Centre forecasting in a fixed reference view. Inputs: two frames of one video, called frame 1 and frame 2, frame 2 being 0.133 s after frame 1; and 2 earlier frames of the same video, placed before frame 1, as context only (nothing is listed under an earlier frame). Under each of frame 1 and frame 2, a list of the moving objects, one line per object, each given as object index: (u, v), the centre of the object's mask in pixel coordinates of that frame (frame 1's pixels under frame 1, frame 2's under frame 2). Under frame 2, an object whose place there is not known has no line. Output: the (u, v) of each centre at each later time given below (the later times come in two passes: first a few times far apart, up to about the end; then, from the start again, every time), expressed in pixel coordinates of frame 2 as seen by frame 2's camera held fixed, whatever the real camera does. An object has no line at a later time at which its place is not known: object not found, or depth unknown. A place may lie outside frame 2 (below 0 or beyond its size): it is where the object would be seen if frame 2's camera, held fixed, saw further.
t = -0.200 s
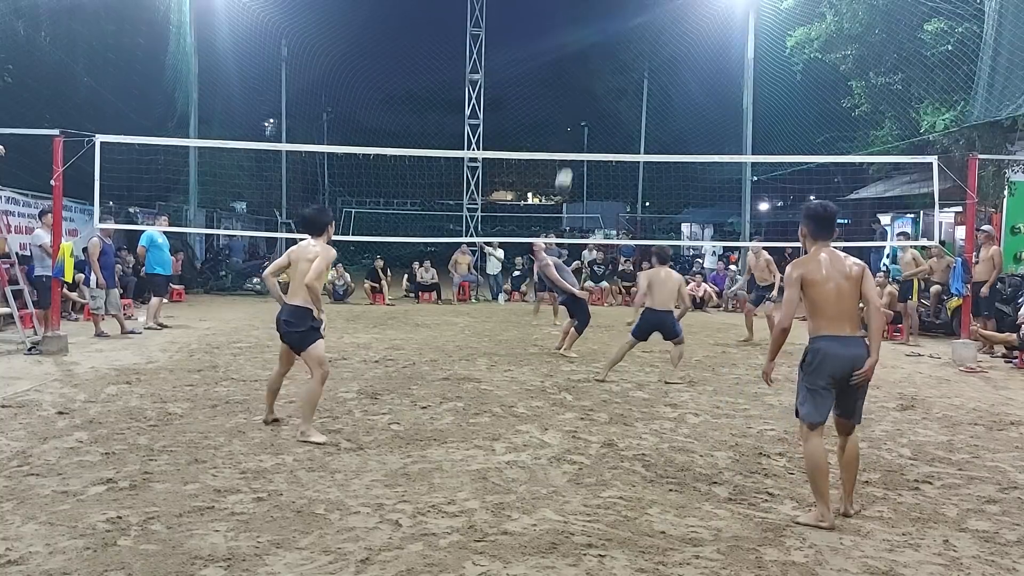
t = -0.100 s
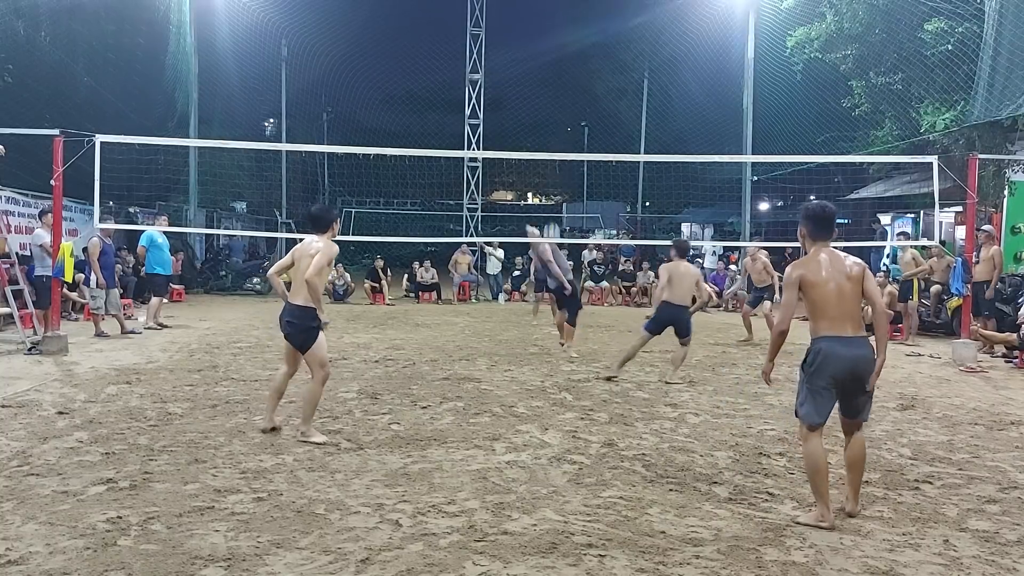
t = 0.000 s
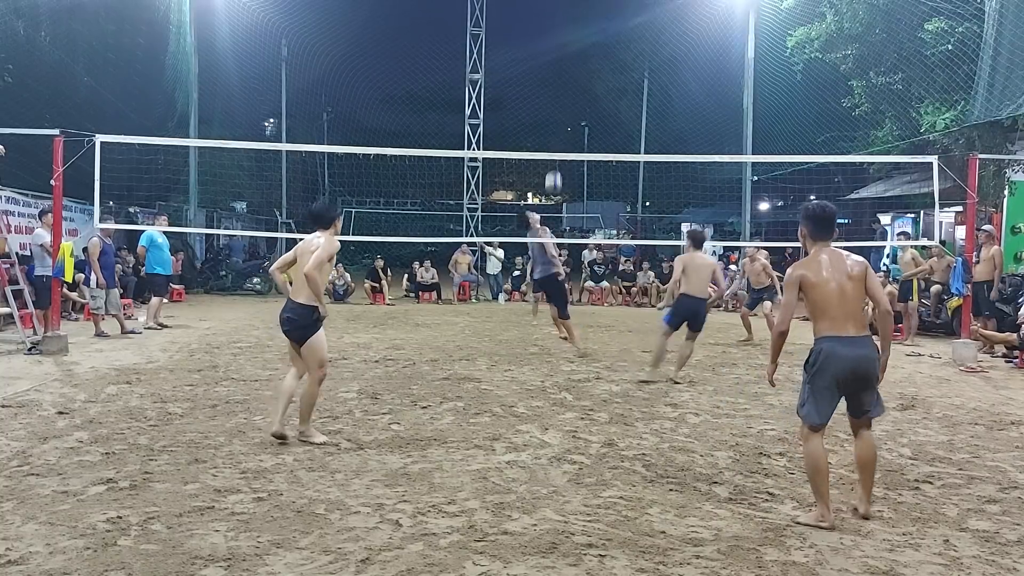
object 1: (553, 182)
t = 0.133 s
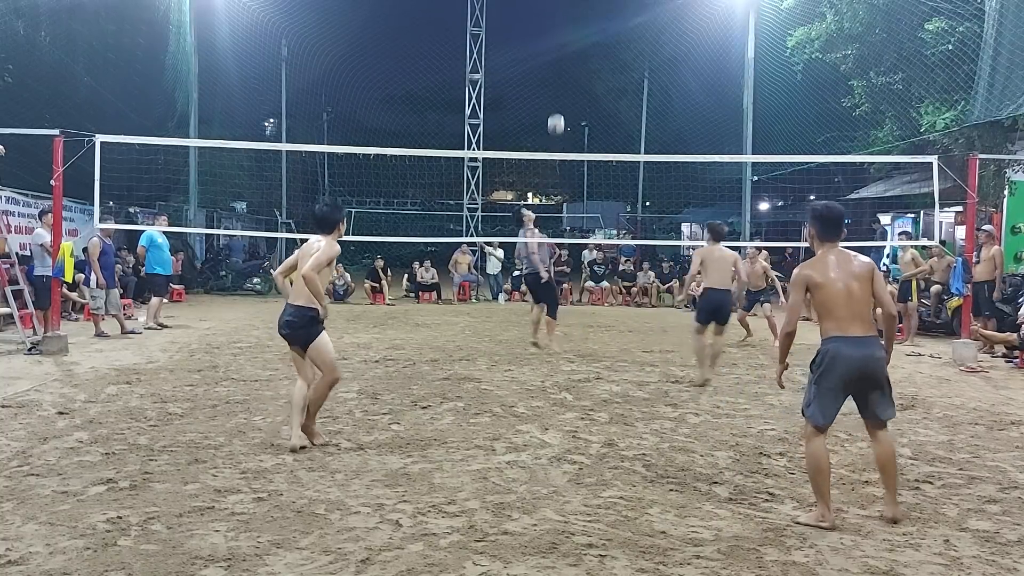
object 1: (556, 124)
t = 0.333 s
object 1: (558, 63)
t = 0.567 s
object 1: (560, 34)
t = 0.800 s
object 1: (561, 47)
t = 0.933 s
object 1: (561, 73)
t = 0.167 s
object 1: (556, 112)
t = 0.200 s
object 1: (557, 100)
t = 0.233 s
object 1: (557, 90)
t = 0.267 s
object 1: (558, 80)
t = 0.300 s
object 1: (558, 71)
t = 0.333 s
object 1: (558, 63)
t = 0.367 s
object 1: (559, 57)
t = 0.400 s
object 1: (559, 51)
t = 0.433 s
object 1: (559, 46)
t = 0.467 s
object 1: (560, 42)
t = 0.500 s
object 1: (560, 38)
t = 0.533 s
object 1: (560, 36)
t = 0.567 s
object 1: (560, 34)
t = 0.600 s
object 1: (560, 34)
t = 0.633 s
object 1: (561, 34)
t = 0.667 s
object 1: (561, 35)
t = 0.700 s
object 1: (561, 36)
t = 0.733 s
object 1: (561, 39)
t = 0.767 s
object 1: (561, 42)
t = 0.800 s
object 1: (561, 47)
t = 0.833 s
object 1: (561, 52)
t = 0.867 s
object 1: (561, 58)
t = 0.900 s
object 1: (561, 65)
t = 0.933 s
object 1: (561, 73)
